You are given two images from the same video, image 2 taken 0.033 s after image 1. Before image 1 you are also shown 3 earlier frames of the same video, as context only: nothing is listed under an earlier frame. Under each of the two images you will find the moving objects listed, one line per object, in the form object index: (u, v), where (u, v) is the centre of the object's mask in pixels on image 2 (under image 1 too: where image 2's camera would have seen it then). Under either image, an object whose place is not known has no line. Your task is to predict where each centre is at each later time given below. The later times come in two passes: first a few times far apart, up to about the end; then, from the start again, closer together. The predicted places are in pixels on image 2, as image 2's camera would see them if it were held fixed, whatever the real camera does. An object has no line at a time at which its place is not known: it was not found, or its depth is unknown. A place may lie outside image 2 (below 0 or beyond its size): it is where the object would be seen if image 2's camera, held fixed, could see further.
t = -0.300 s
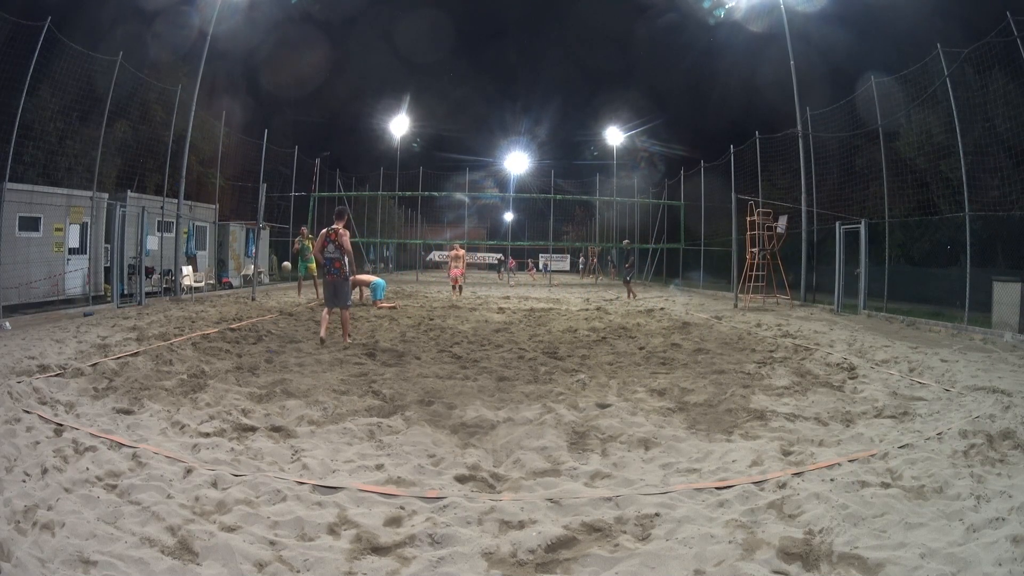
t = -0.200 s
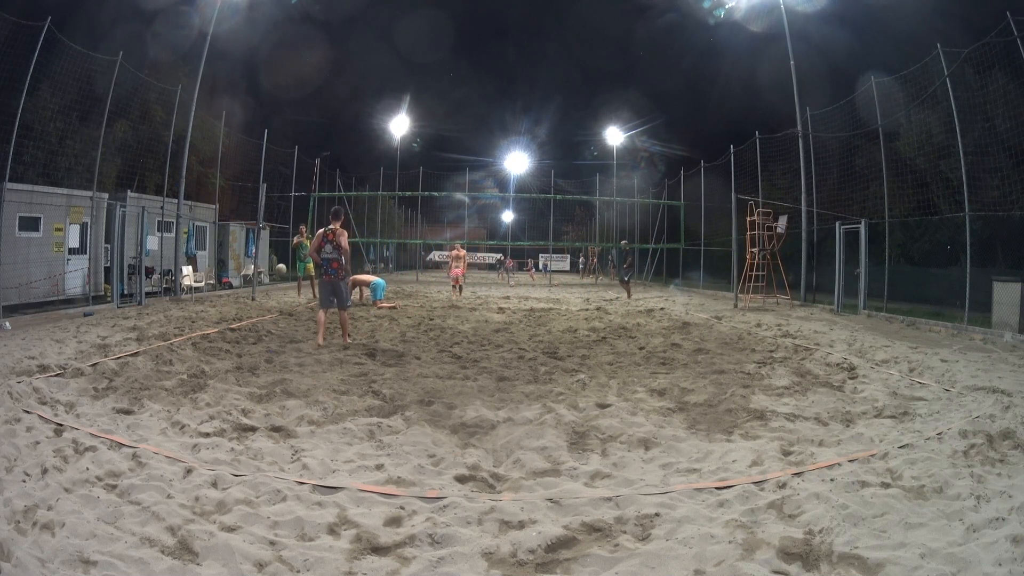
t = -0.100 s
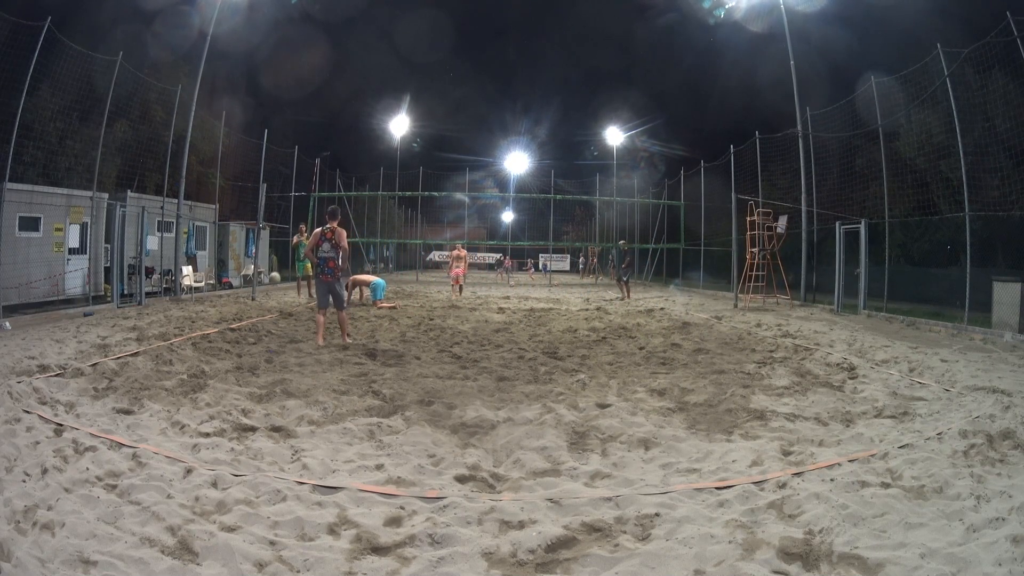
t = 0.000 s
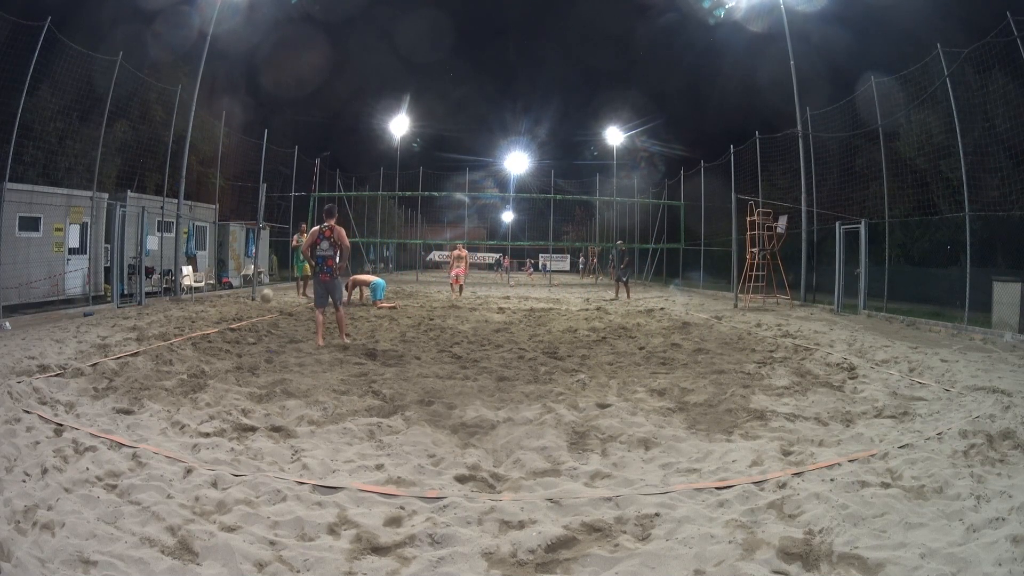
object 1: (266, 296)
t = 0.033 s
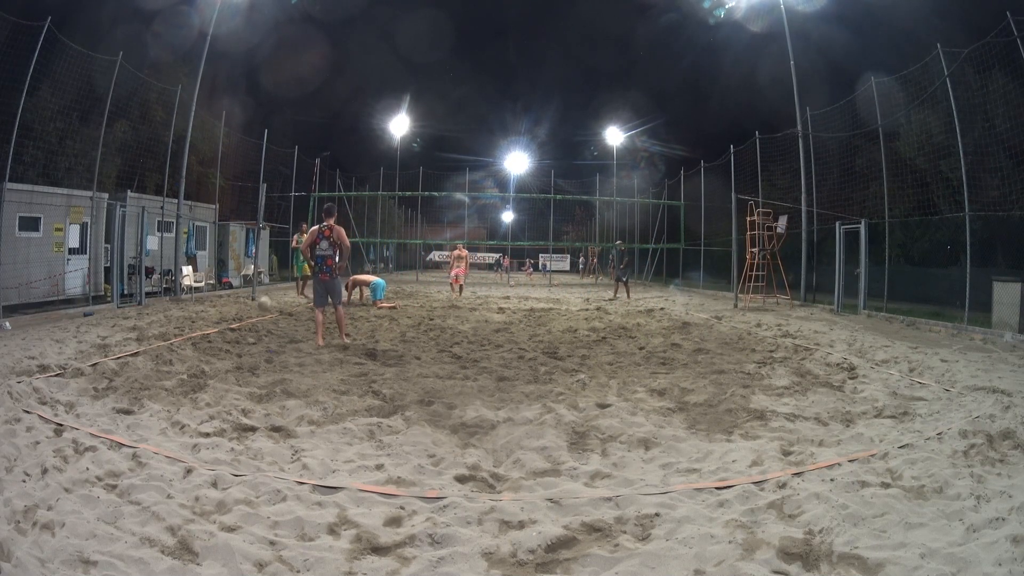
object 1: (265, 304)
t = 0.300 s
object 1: (250, 324)
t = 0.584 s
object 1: (236, 343)
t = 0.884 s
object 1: (220, 366)
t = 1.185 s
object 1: (199, 398)
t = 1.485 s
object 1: (182, 435)
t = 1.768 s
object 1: (173, 474)
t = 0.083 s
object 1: (260, 320)
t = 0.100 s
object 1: (259, 323)
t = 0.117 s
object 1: (258, 322)
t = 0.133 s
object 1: (258, 321)
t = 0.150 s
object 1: (257, 320)
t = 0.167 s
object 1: (256, 320)
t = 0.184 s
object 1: (255, 319)
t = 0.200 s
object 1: (255, 319)
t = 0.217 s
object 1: (254, 320)
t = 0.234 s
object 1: (253, 320)
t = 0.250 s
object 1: (252, 321)
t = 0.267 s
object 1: (251, 321)
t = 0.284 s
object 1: (250, 322)
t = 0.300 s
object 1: (250, 324)
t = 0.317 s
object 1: (249, 325)
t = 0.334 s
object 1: (248, 327)
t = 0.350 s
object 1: (247, 330)
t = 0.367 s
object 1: (247, 332)
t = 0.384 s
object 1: (246, 334)
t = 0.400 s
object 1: (245, 338)
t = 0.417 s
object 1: (244, 341)
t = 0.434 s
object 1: (243, 343)
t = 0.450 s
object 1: (242, 343)
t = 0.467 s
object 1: (241, 342)
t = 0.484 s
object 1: (241, 342)
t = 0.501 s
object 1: (240, 342)
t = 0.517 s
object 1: (239, 341)
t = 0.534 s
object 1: (238, 341)
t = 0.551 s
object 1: (238, 342)
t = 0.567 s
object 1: (237, 342)
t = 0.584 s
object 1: (236, 343)
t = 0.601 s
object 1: (236, 344)
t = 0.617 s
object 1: (235, 346)
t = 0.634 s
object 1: (234, 348)
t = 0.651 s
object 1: (233, 350)
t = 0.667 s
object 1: (233, 353)
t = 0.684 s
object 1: (232, 356)
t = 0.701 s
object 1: (231, 358)
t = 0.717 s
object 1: (230, 361)
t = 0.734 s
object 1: (229, 362)
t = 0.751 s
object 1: (229, 362)
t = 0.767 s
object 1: (228, 361)
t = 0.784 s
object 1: (226, 361)
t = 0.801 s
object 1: (225, 361)
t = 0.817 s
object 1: (224, 361)
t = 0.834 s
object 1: (224, 362)
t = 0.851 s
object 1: (222, 363)
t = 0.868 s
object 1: (221, 364)
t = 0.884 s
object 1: (220, 366)
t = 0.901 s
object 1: (219, 368)
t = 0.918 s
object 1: (218, 371)
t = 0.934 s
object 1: (217, 374)
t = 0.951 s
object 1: (216, 377)
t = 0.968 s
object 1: (215, 380)
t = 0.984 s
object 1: (214, 384)
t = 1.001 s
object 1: (212, 387)
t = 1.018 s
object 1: (211, 390)
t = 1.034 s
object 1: (210, 392)
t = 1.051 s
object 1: (208, 393)
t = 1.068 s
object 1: (207, 394)
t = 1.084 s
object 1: (206, 394)
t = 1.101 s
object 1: (205, 394)
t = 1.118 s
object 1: (204, 394)
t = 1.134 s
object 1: (202, 394)
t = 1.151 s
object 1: (201, 395)
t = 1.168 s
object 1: (201, 396)
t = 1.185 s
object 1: (199, 398)
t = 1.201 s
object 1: (198, 397)
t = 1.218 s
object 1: (197, 400)
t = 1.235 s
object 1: (196, 402)
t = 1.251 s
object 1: (195, 405)
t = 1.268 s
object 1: (195, 409)
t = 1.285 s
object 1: (194, 412)
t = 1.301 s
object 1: (193, 416)
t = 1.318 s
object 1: (192, 417)
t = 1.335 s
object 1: (190, 419)
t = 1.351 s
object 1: (189, 420)
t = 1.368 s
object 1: (187, 423)
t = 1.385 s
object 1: (186, 425)
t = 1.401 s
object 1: (185, 428)
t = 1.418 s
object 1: (184, 431)
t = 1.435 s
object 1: (183, 434)
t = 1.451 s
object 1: (183, 434)
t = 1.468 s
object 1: (182, 434)
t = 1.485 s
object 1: (182, 435)
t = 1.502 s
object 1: (182, 436)
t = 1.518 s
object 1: (182, 438)
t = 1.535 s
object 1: (181, 439)
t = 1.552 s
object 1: (181, 441)
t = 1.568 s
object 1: (181, 444)
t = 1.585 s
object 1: (181, 447)
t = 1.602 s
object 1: (181, 450)
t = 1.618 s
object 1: (181, 452)
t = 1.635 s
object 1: (180, 455)
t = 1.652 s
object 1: (180, 458)
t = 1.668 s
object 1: (179, 461)
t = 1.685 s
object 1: (178, 464)
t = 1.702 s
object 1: (177, 466)
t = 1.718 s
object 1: (176, 468)
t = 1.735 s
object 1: (175, 471)
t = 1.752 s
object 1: (174, 473)
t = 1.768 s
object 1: (173, 474)
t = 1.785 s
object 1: (171, 475)
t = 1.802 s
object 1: (170, 476)
